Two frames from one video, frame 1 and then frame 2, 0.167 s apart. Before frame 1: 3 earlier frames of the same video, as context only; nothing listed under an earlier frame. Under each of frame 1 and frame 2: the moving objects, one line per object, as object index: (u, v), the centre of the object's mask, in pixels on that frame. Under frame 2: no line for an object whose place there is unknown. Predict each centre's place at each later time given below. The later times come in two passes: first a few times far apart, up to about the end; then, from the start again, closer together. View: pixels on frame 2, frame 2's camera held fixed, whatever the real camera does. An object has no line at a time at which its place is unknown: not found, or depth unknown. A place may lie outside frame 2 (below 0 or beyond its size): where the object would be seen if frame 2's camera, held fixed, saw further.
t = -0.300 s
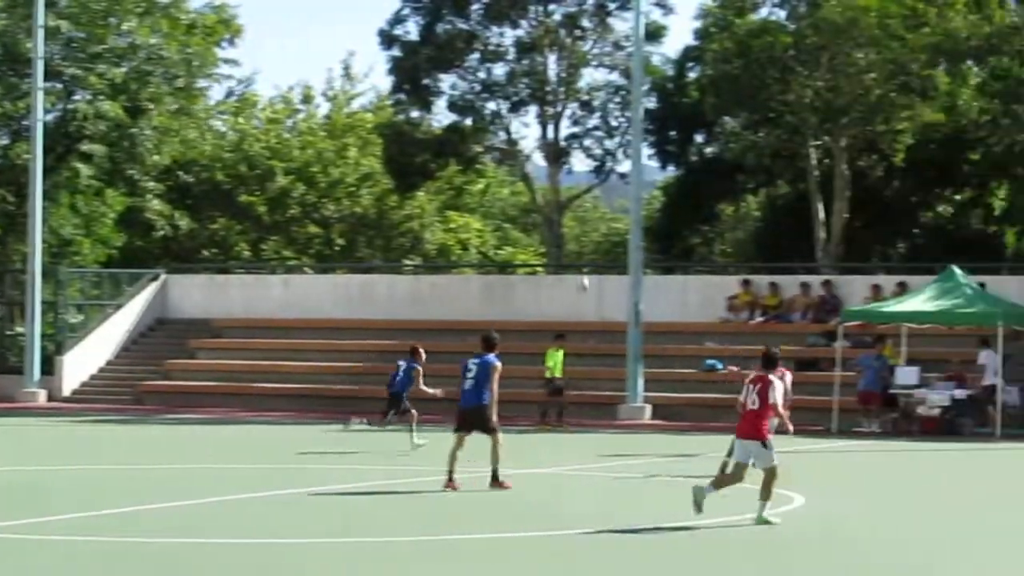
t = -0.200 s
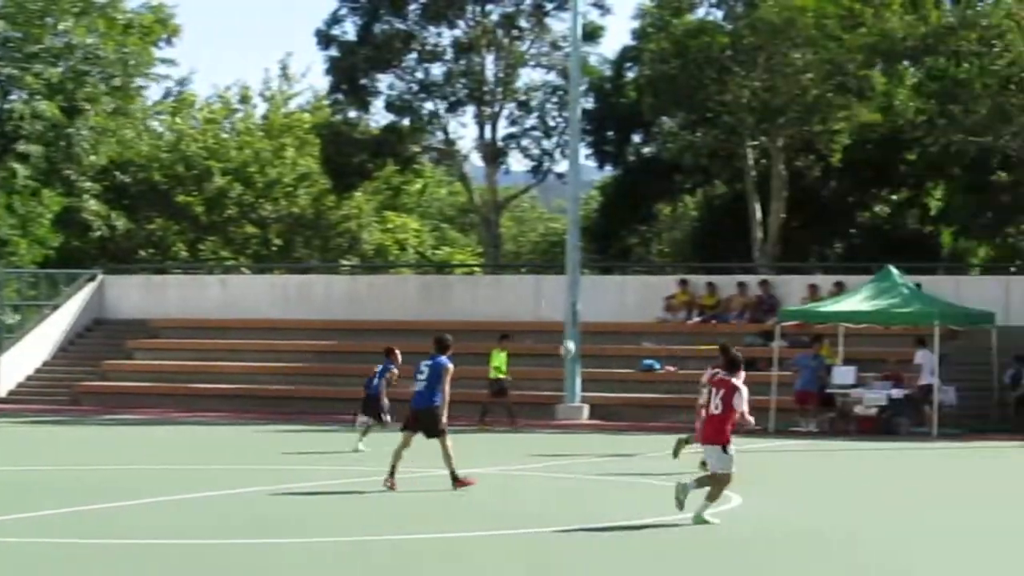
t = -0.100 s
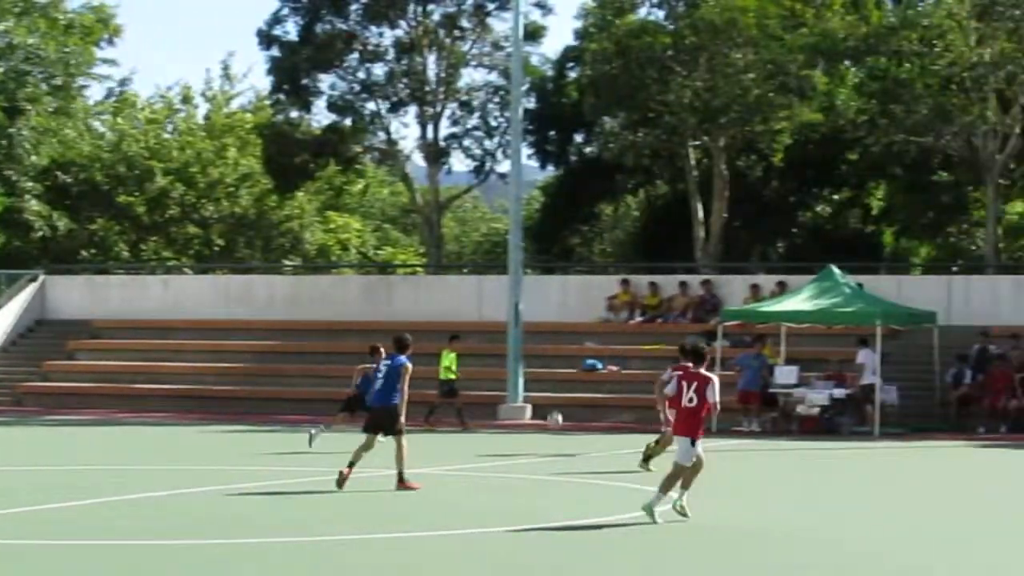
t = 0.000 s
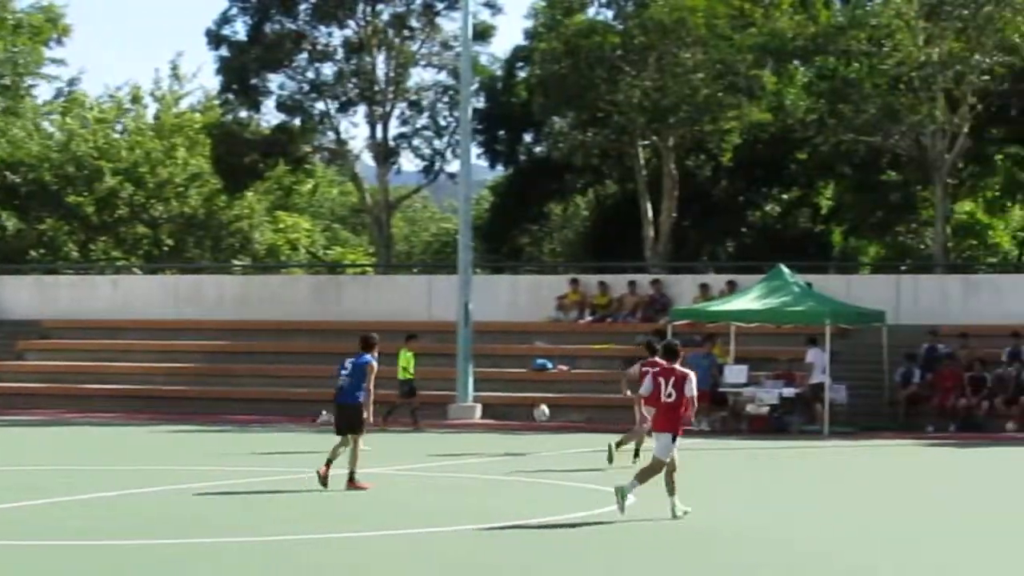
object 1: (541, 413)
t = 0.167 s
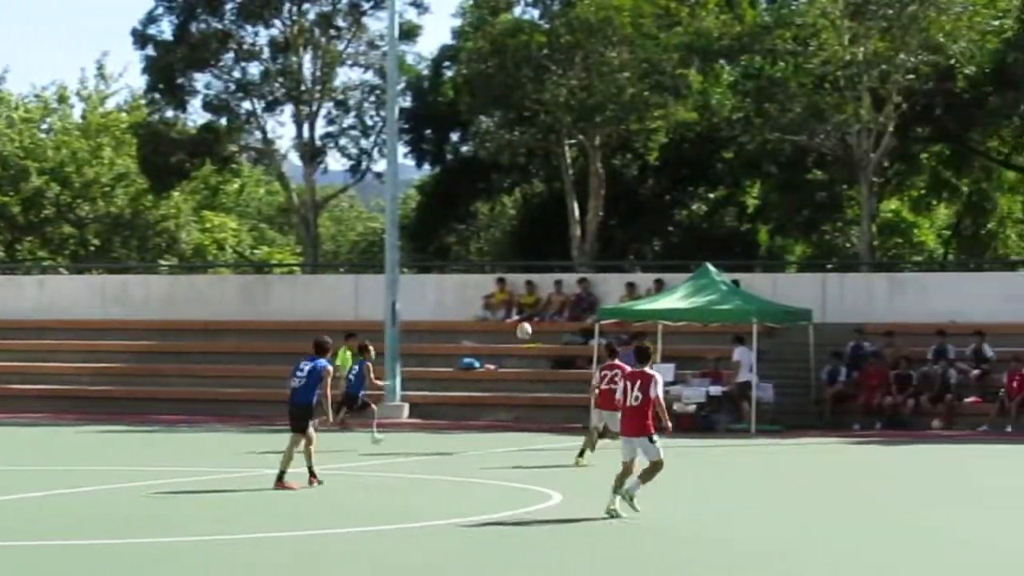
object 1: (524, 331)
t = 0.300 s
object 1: (568, 283)
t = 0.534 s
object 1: (640, 230)
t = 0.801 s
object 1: (721, 221)
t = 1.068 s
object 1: (800, 263)
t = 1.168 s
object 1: (829, 292)
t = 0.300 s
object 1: (568, 283)
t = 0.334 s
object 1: (578, 271)
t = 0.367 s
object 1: (588, 263)
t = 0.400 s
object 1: (599, 254)
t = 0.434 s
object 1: (609, 247)
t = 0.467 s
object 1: (620, 240)
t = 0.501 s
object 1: (630, 235)
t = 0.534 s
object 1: (640, 230)
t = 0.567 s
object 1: (650, 225)
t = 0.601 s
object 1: (661, 222)
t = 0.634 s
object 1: (671, 220)
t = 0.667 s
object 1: (681, 218)
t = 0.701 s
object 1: (691, 217)
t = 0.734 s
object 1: (701, 217)
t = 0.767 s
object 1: (712, 219)
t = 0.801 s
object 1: (721, 221)
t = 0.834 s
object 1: (731, 223)
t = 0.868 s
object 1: (741, 226)
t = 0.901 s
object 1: (751, 230)
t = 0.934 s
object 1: (761, 236)
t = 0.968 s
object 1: (770, 241)
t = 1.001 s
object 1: (780, 248)
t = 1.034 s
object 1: (790, 255)
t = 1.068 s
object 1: (800, 263)
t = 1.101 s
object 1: (809, 271)
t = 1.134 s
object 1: (819, 281)
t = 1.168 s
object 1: (829, 292)
